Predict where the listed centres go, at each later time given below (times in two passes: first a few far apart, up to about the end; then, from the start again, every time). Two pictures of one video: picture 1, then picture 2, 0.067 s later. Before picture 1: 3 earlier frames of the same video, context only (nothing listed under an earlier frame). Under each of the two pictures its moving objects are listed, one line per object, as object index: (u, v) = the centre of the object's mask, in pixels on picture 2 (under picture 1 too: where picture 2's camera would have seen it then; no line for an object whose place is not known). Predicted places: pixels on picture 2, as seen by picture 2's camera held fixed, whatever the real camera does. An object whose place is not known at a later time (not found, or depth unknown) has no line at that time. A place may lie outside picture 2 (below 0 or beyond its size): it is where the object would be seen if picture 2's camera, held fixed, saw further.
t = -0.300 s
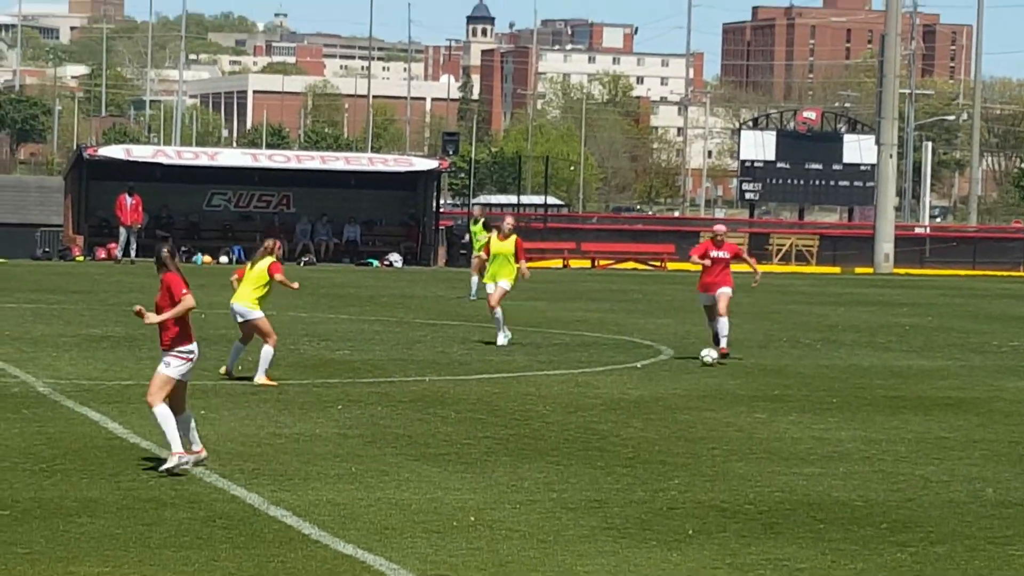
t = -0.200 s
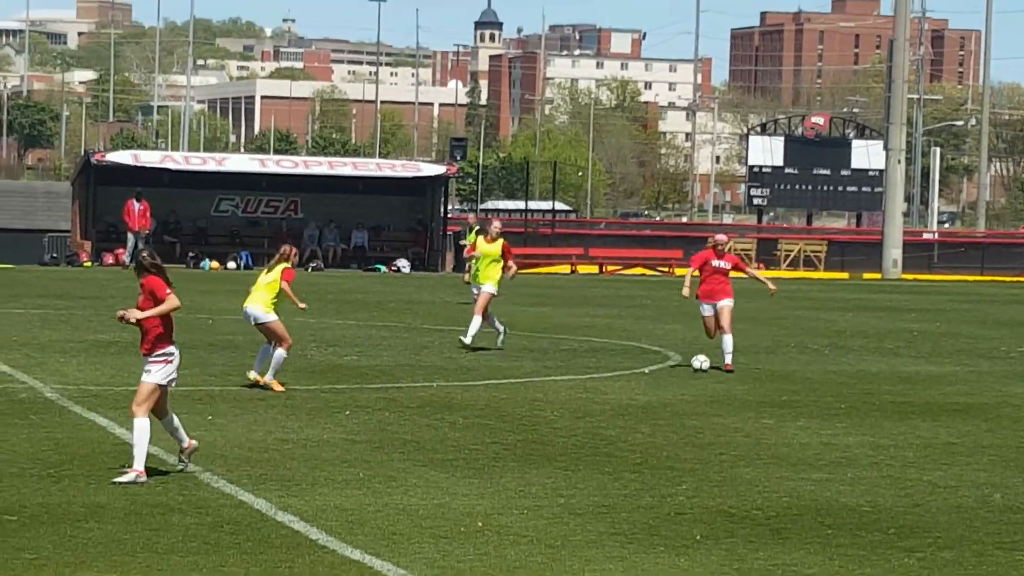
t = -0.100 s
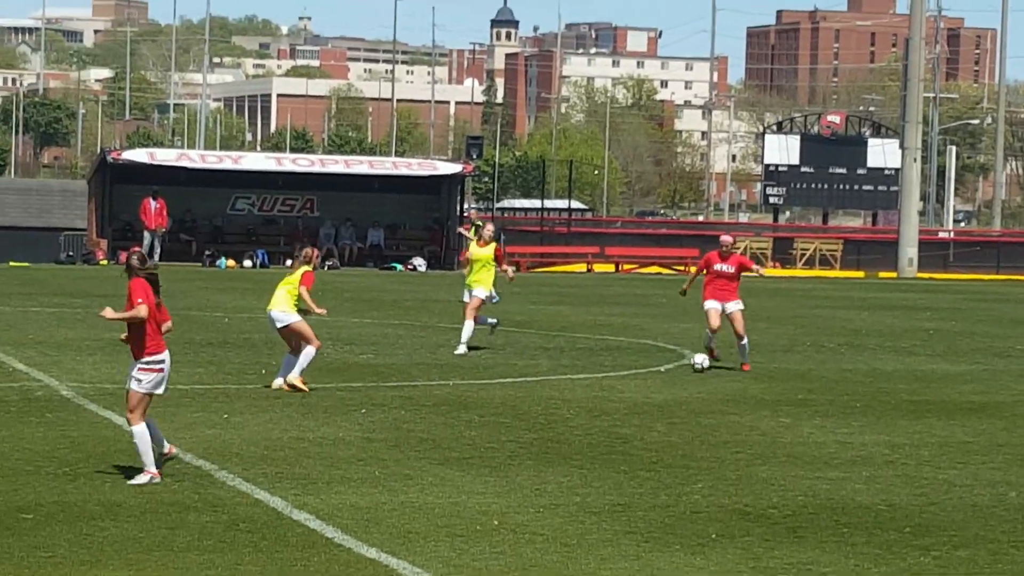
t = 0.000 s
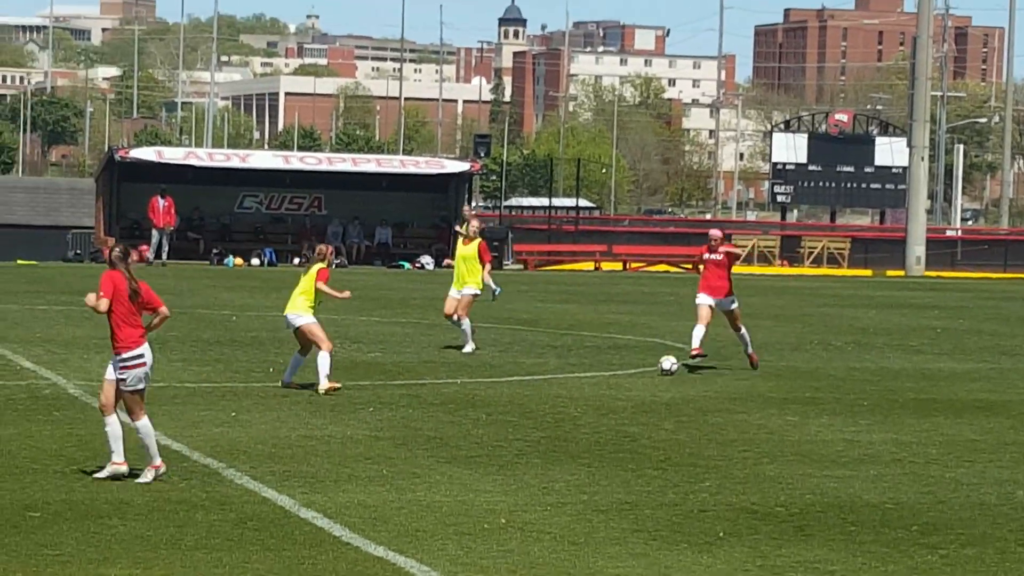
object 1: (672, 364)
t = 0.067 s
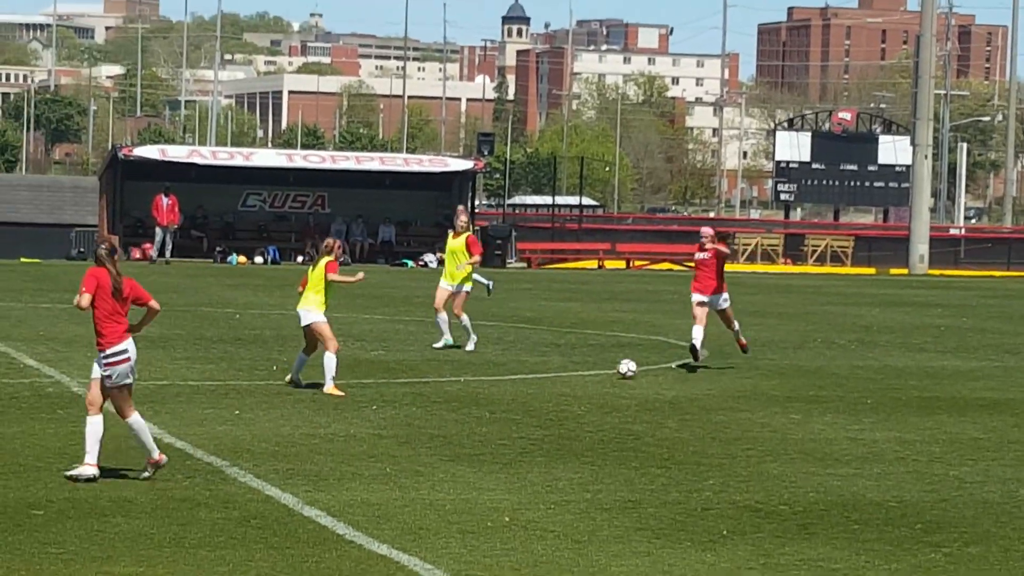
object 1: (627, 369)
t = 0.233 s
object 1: (511, 380)
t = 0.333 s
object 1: (437, 385)
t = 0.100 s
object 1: (604, 372)
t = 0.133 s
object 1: (581, 374)
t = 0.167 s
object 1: (559, 375)
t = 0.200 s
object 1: (535, 377)
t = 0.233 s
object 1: (511, 380)
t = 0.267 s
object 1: (485, 384)
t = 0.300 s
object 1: (461, 387)
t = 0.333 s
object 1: (437, 385)
